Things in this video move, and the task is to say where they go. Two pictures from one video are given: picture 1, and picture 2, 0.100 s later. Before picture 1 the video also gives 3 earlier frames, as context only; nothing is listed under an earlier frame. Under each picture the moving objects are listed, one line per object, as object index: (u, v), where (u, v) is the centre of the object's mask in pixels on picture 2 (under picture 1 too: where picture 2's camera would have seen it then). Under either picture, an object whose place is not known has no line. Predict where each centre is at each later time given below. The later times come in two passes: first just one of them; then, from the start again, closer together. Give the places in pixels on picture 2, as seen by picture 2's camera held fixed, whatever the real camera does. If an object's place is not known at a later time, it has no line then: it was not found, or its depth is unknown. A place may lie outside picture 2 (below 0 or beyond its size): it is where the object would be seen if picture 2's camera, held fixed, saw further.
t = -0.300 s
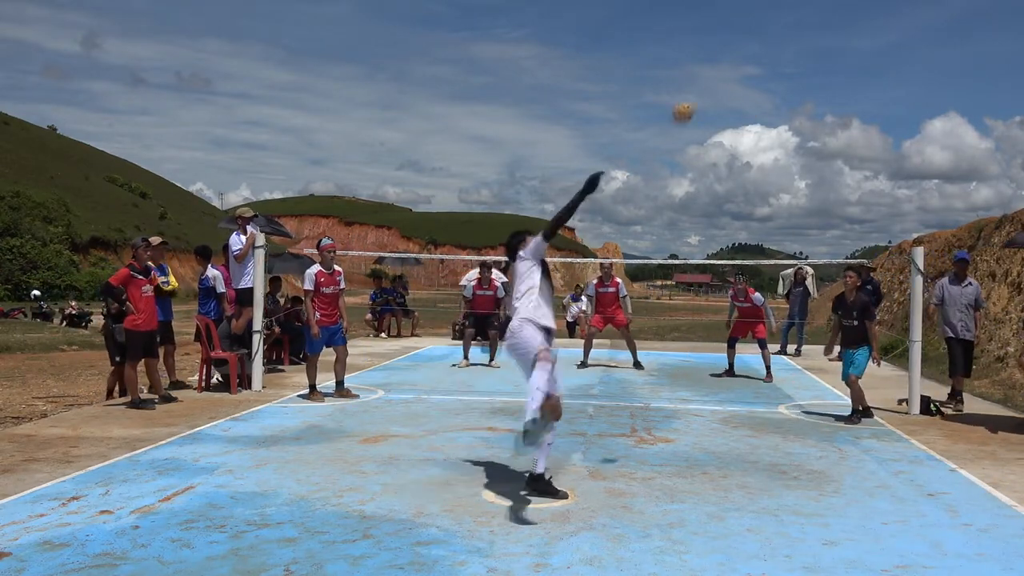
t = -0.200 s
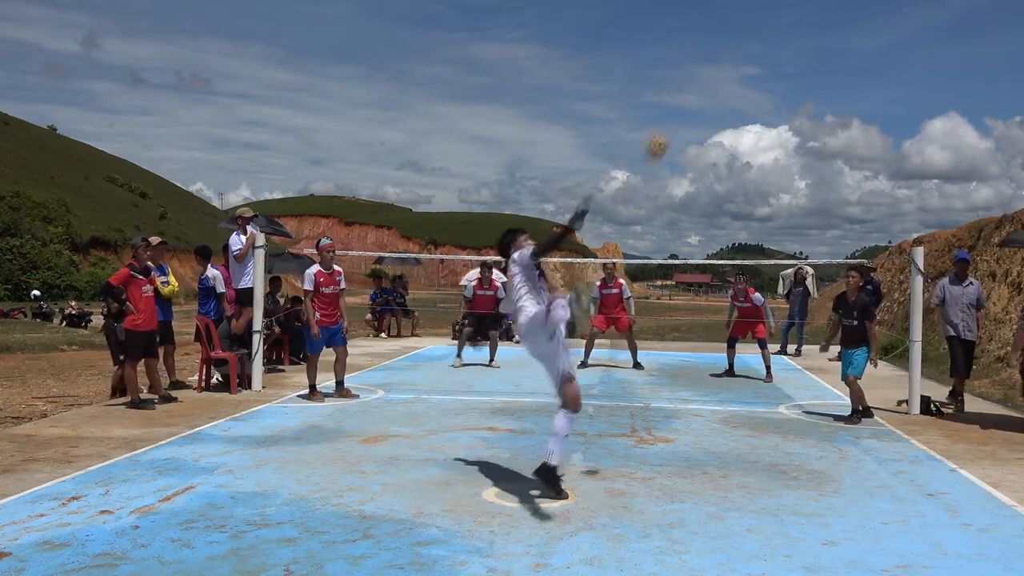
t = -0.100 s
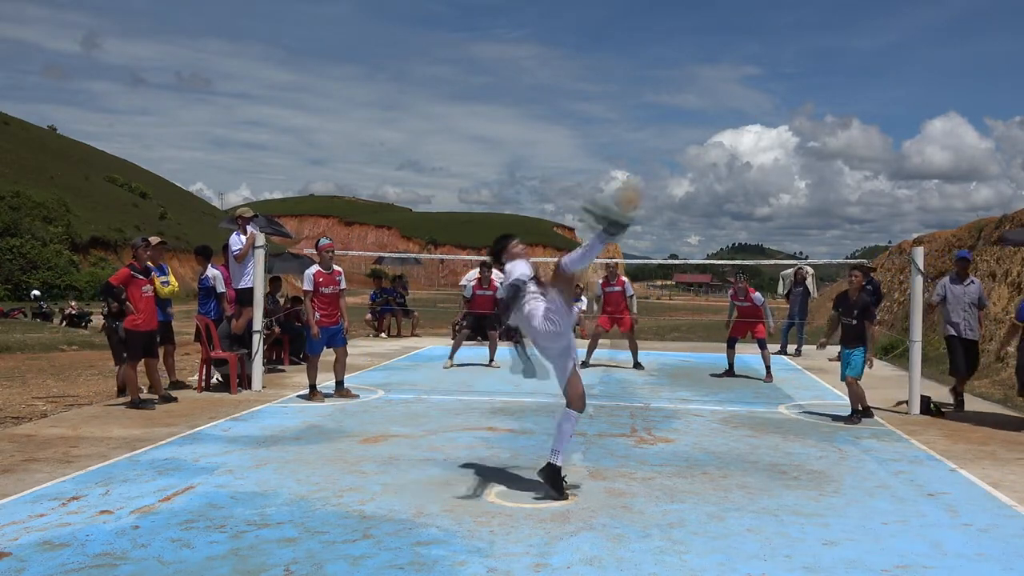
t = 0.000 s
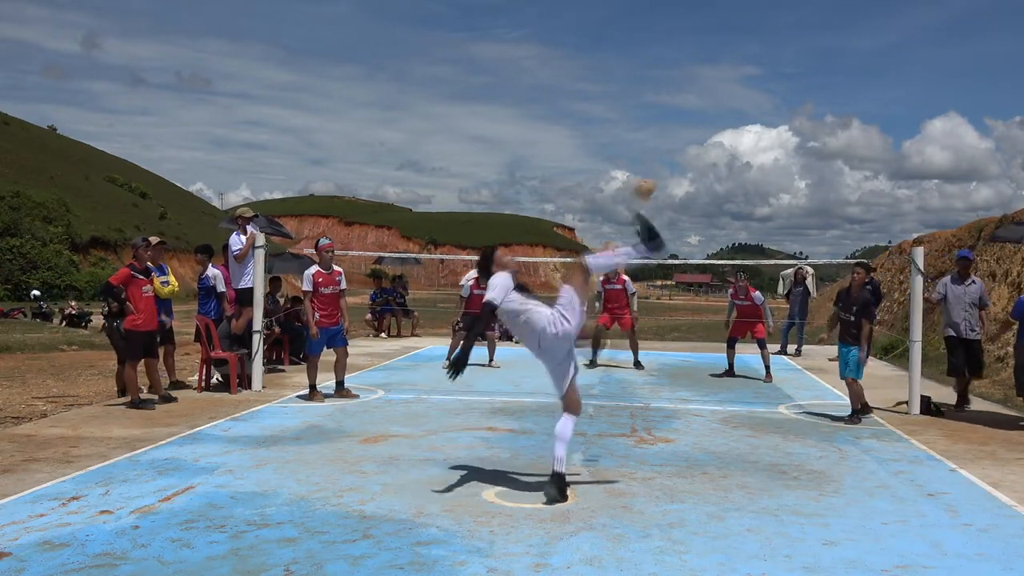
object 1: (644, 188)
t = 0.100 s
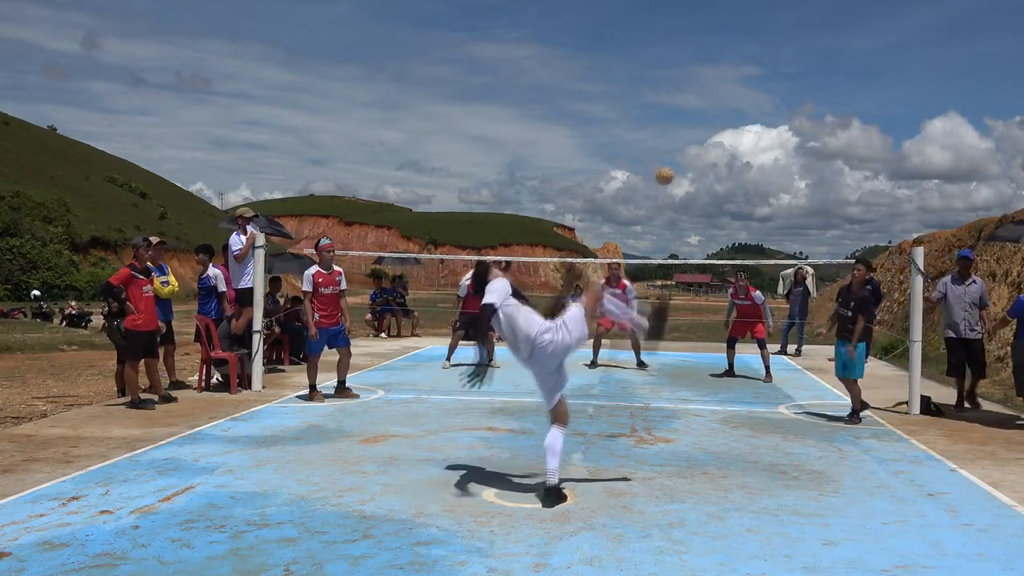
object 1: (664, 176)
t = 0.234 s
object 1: (683, 181)
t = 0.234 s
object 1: (683, 181)
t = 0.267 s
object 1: (687, 186)
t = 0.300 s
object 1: (691, 189)
